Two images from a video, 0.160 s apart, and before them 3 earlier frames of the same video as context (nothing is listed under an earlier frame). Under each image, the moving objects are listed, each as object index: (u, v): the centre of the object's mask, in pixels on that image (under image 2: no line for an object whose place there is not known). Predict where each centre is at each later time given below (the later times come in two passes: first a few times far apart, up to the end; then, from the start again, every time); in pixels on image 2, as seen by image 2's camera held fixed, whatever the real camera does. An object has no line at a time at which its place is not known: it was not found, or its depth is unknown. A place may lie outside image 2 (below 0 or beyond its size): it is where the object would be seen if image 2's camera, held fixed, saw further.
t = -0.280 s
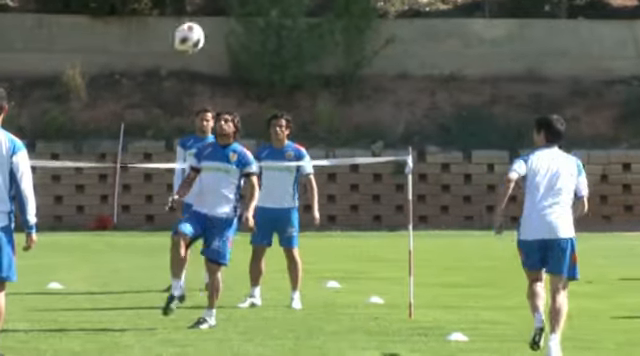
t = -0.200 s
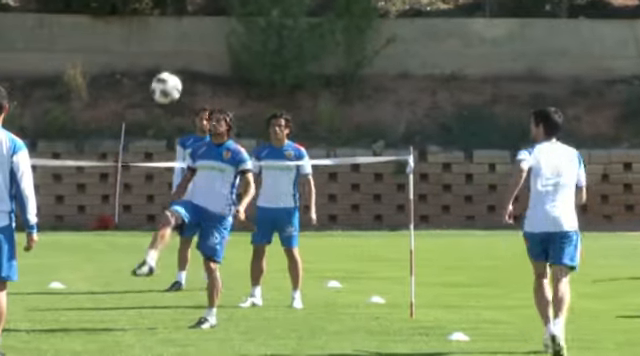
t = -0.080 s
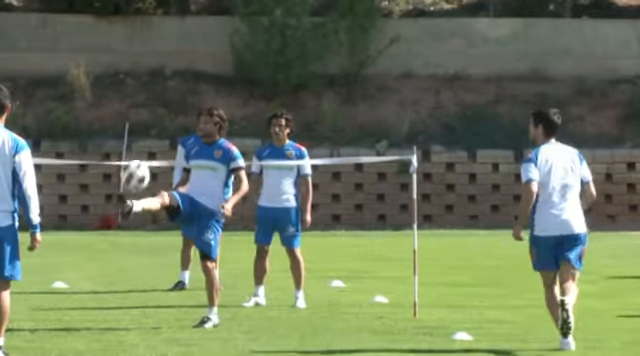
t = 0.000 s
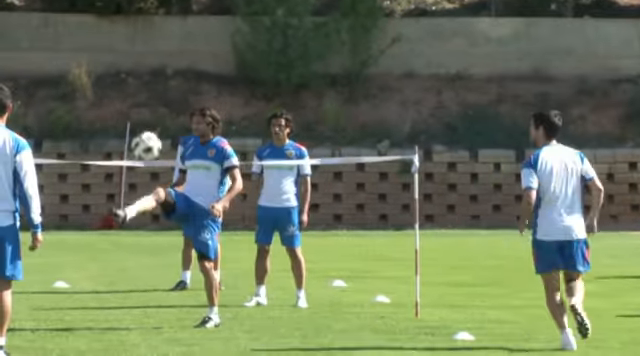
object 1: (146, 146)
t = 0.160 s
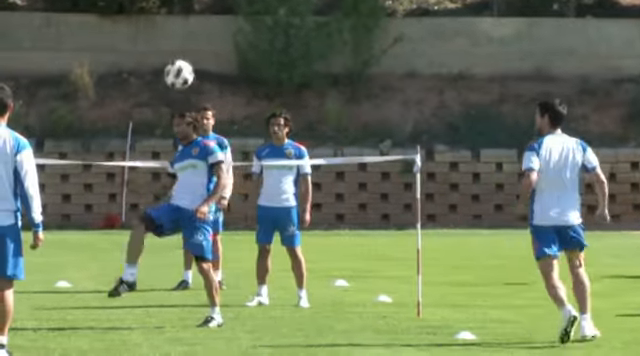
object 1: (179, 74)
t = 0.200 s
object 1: (187, 61)
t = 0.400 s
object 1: (224, 27)
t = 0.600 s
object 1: (261, 42)
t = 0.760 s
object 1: (290, 87)
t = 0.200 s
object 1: (187, 61)
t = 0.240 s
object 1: (195, 50)
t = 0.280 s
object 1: (202, 41)
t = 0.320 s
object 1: (209, 35)
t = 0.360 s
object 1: (217, 30)
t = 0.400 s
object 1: (224, 27)
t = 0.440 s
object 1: (232, 26)
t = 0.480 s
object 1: (240, 27)
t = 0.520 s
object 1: (246, 30)
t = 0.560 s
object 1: (253, 35)
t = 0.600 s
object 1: (261, 42)
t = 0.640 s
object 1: (268, 51)
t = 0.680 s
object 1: (275, 61)
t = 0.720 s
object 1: (282, 73)
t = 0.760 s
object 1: (290, 87)
